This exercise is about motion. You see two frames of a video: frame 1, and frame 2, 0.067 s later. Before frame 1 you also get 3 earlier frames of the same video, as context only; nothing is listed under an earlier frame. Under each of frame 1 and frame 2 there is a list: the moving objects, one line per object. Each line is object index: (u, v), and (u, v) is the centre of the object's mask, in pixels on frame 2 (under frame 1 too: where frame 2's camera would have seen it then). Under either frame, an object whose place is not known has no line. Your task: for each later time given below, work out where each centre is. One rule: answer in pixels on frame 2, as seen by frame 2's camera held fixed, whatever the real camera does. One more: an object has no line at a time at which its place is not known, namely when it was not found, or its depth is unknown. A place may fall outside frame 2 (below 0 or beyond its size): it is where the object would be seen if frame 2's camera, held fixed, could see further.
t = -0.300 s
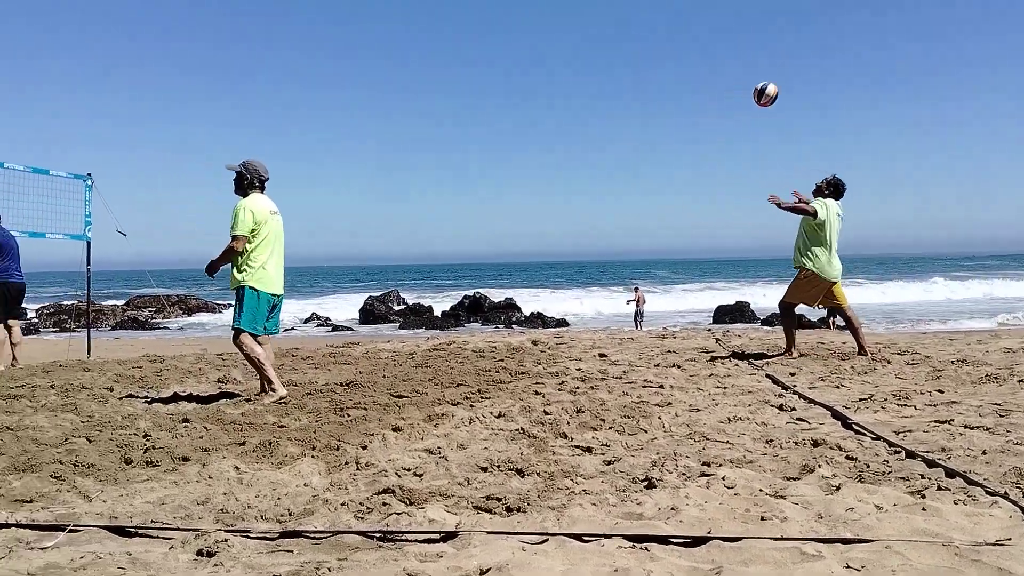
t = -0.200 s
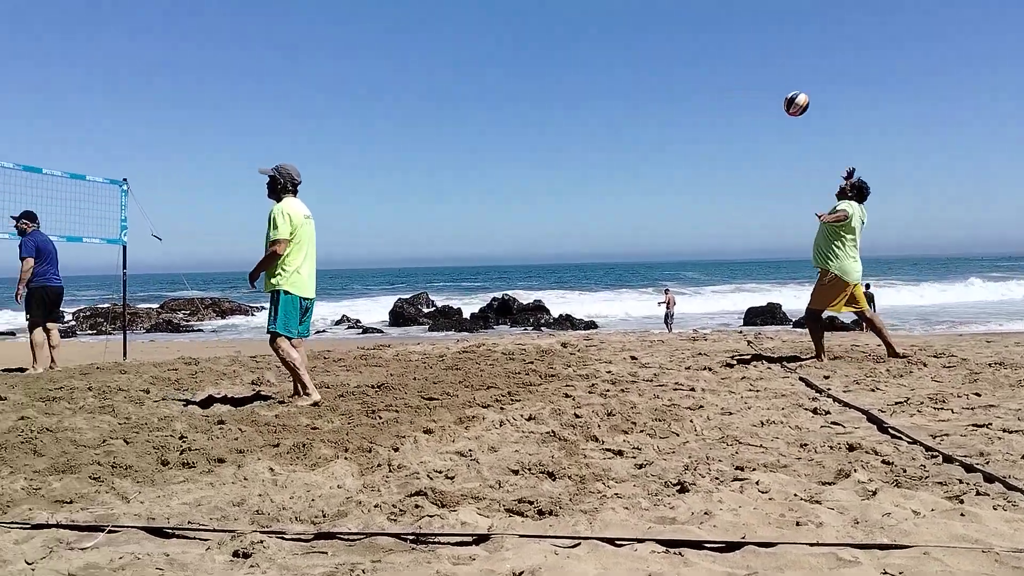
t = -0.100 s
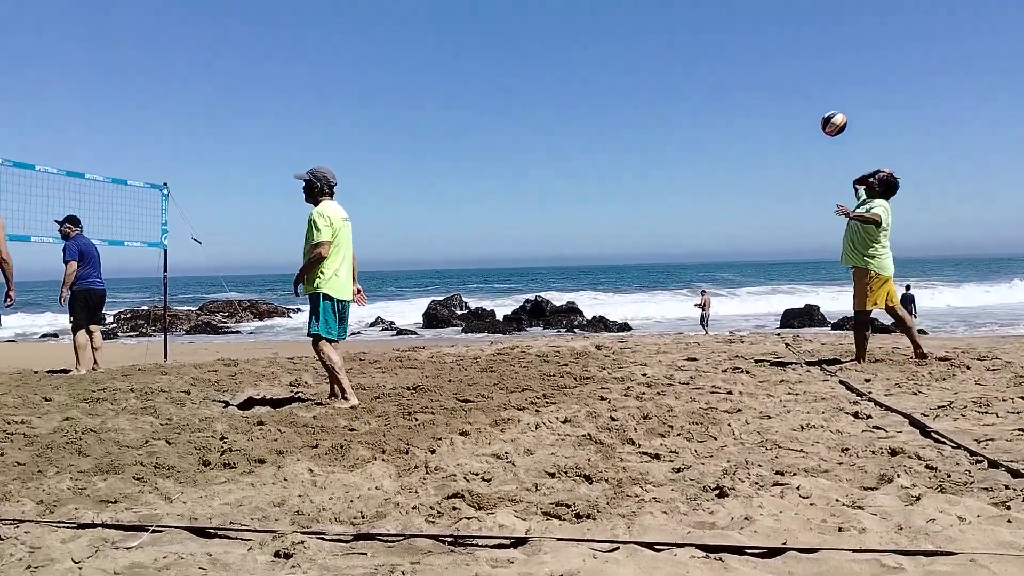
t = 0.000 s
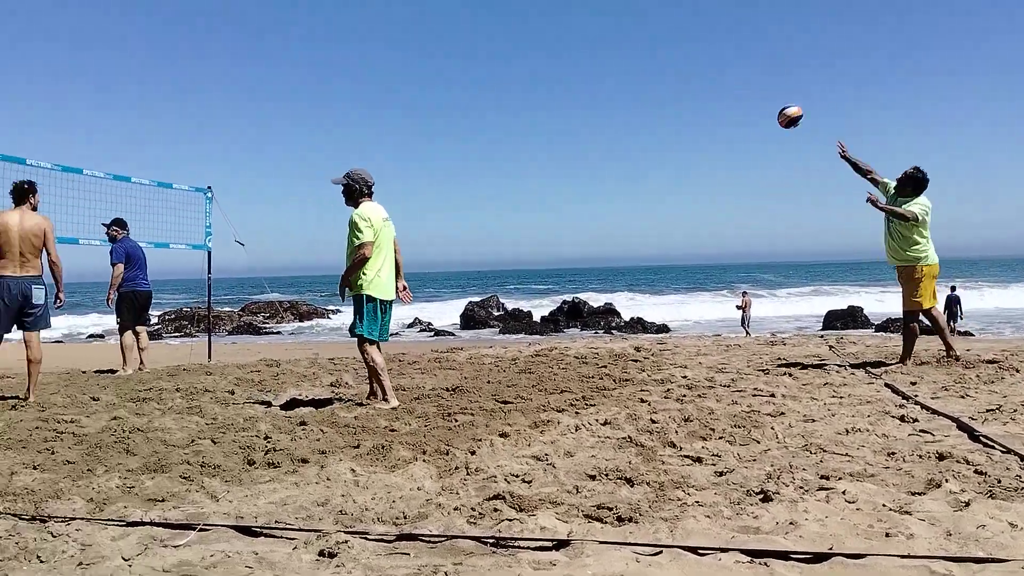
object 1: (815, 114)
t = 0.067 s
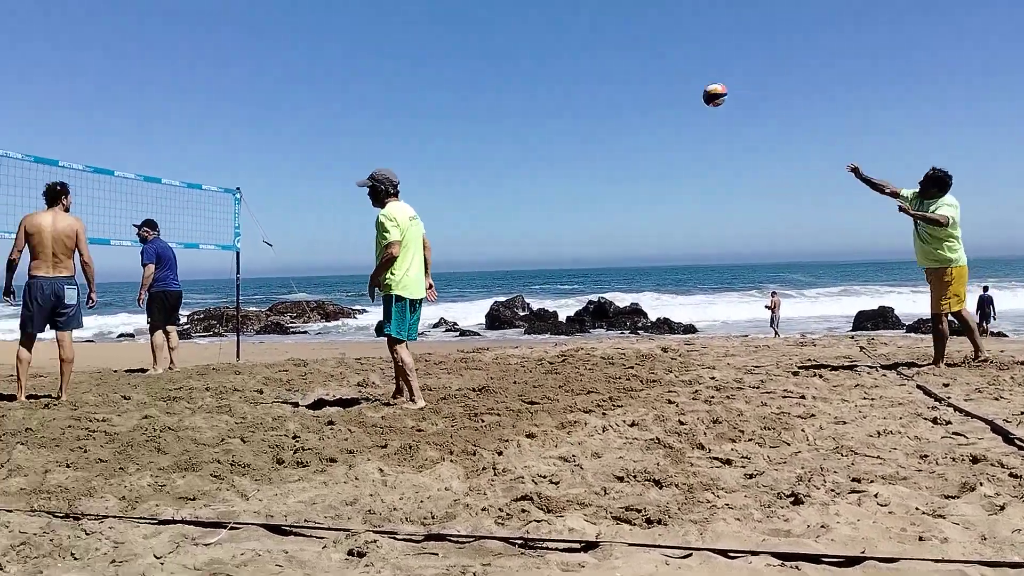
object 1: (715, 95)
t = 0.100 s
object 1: (668, 87)
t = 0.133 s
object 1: (624, 81)
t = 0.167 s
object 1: (581, 77)
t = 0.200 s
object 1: (540, 74)
